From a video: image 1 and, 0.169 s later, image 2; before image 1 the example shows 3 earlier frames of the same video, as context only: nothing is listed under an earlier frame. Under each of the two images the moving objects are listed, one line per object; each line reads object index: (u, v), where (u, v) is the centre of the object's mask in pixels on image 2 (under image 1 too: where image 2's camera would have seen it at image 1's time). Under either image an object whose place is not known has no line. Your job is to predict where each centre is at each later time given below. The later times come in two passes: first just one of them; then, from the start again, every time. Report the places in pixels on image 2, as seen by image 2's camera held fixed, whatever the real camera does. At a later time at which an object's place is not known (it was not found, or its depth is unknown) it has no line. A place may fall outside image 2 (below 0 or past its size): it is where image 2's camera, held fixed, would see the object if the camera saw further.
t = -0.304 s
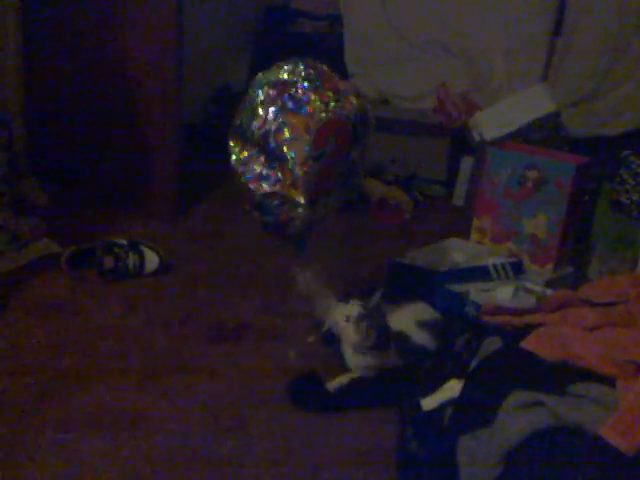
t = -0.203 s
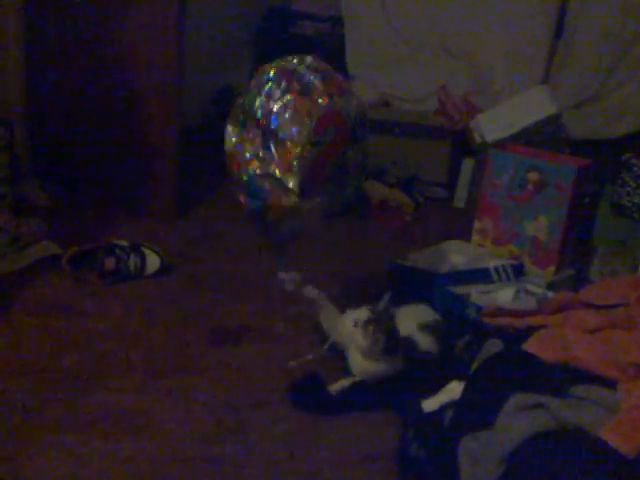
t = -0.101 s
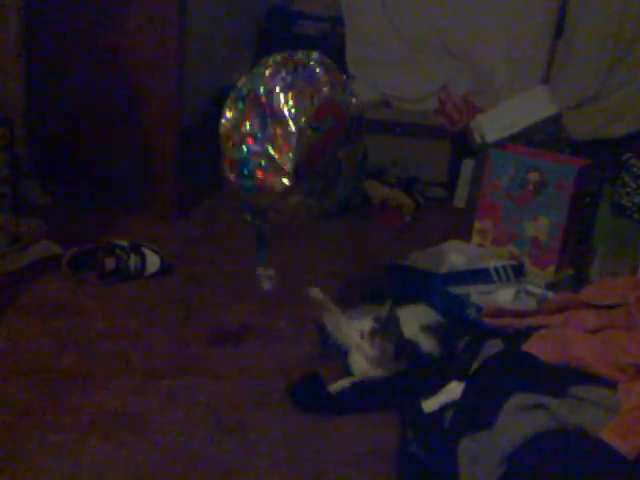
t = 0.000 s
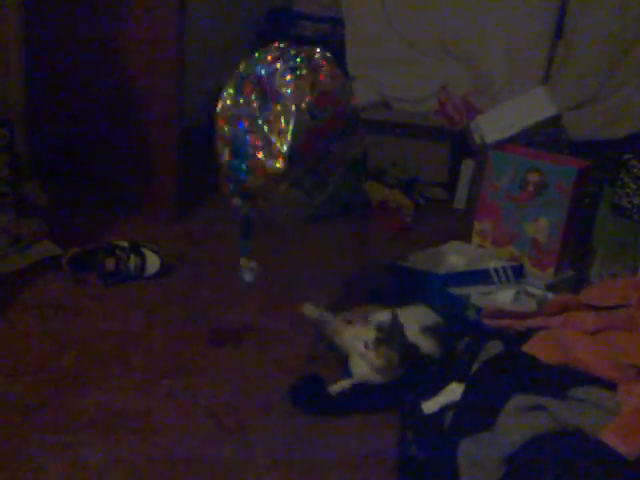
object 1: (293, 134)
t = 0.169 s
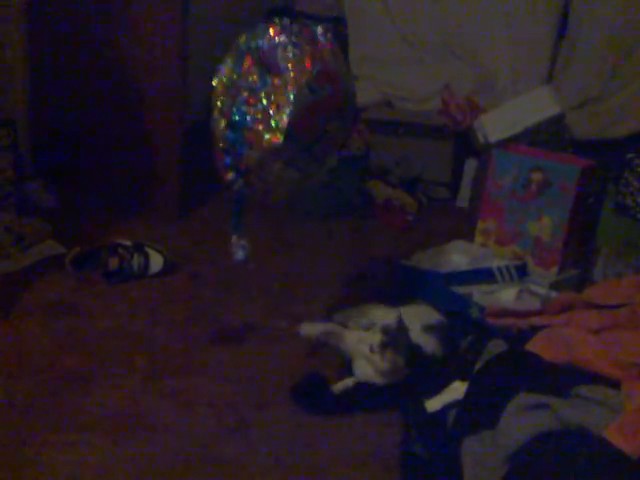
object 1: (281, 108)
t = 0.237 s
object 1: (279, 99)
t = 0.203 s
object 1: (280, 103)
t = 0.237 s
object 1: (279, 99)
